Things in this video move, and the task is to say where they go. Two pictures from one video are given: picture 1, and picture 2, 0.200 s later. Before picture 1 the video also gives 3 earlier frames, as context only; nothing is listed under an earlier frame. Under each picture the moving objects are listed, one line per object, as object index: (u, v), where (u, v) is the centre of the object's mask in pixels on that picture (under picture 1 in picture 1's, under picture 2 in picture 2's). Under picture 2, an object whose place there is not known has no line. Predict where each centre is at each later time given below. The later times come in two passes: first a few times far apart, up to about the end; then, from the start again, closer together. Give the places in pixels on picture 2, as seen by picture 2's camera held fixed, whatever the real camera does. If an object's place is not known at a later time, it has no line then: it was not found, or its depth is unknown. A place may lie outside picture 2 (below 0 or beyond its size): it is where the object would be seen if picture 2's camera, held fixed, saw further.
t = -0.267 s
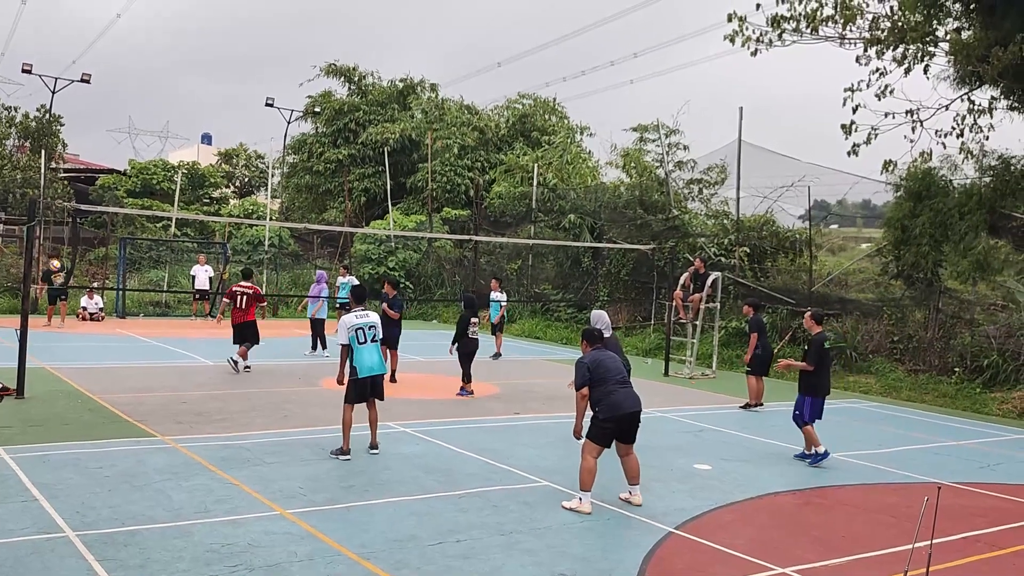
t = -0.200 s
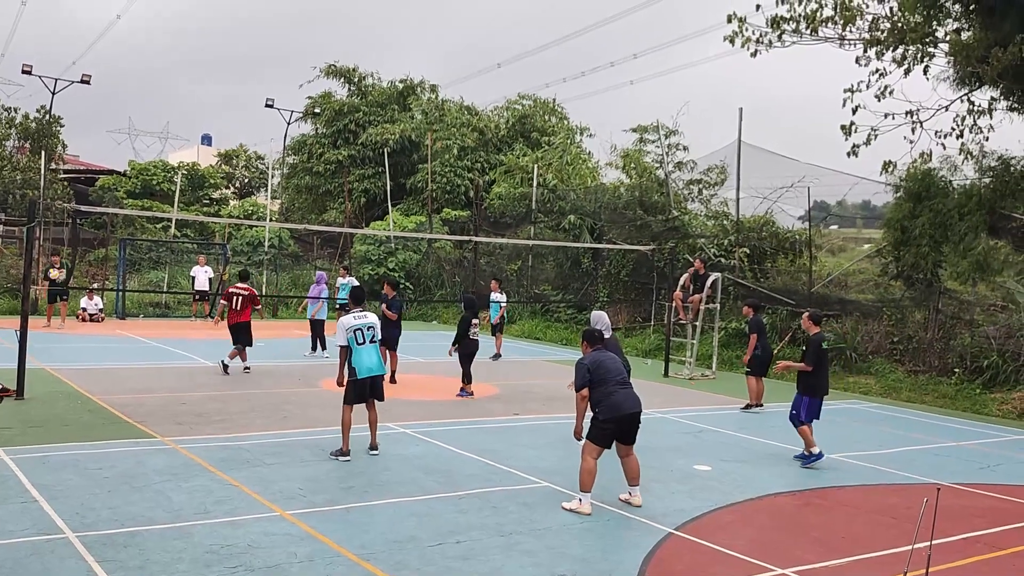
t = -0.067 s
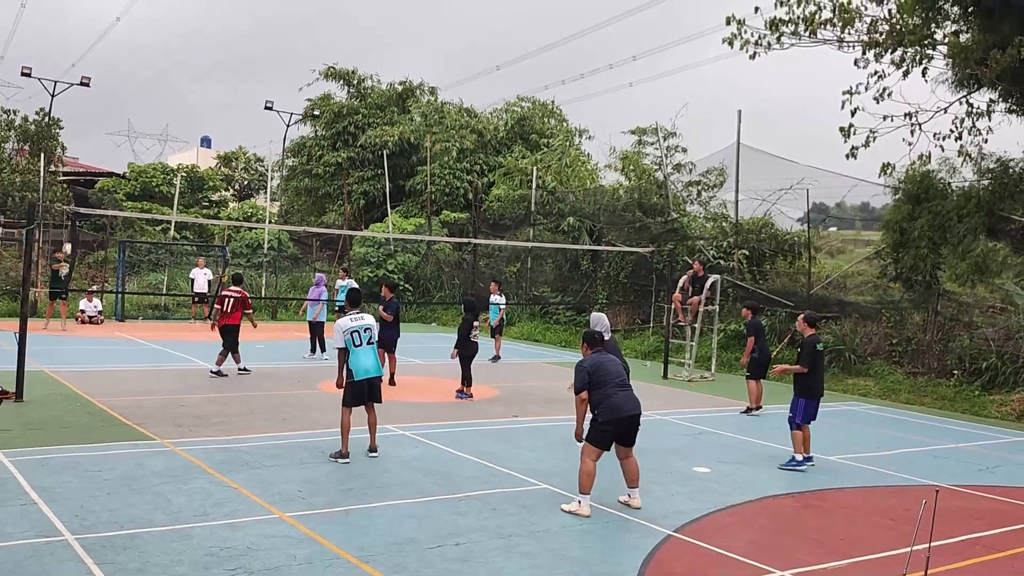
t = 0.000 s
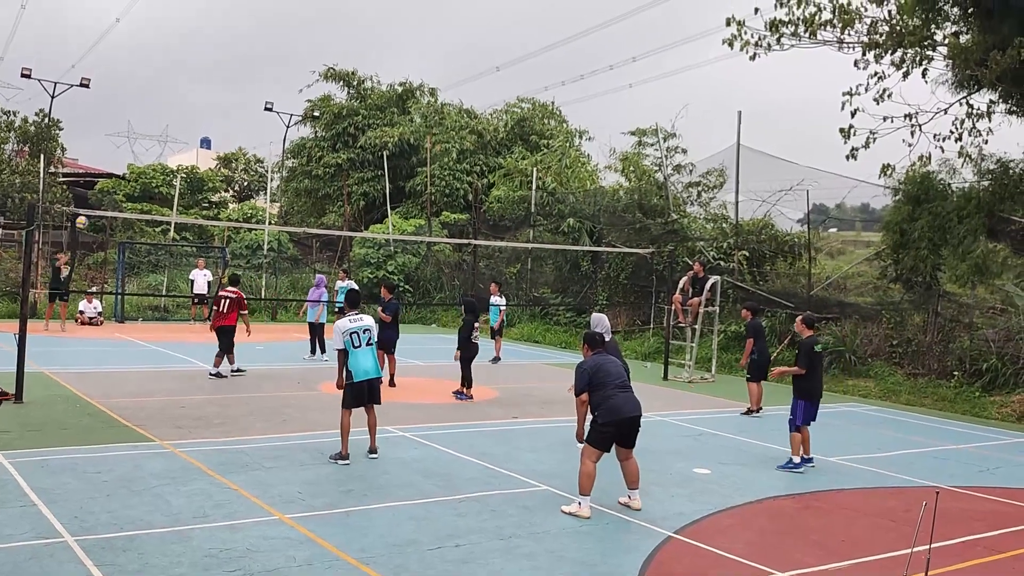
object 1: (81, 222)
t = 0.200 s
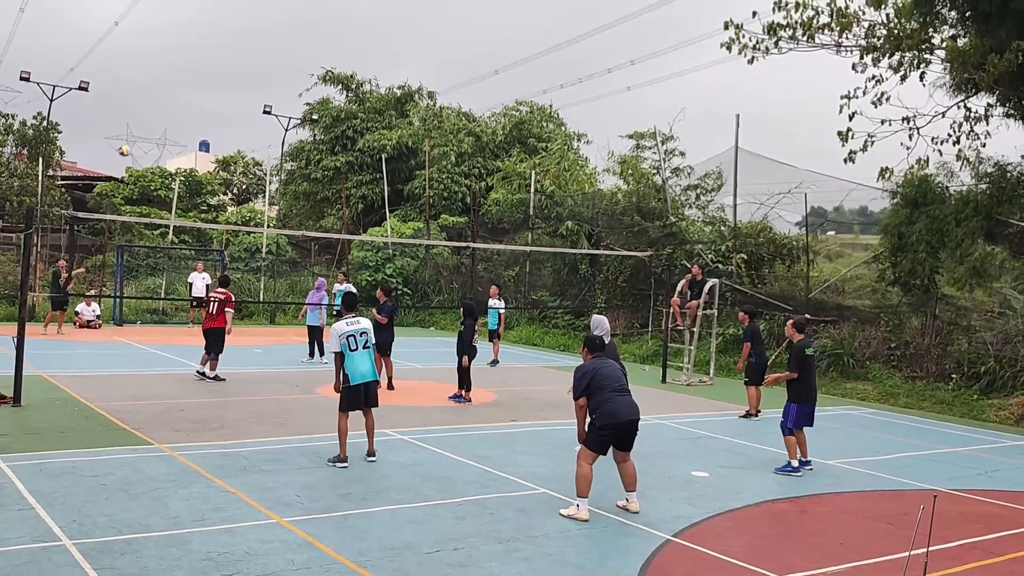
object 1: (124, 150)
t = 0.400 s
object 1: (173, 91)
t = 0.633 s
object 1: (238, 44)
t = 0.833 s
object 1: (302, 28)
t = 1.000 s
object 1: (364, 40)
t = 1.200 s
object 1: (452, 91)
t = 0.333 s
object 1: (156, 109)
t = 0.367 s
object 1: (164, 100)
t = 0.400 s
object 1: (173, 91)
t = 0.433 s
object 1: (182, 83)
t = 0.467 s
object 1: (191, 74)
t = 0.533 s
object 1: (209, 61)
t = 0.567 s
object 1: (218, 54)
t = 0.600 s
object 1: (228, 49)
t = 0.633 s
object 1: (238, 44)
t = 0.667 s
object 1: (248, 39)
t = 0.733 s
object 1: (269, 33)
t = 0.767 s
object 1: (280, 30)
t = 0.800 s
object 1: (290, 29)
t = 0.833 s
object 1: (302, 28)
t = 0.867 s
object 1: (314, 28)
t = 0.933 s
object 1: (338, 32)
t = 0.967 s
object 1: (351, 35)
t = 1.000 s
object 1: (364, 40)
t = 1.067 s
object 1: (392, 52)
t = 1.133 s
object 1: (421, 68)
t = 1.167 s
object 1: (436, 78)
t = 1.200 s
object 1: (452, 91)
